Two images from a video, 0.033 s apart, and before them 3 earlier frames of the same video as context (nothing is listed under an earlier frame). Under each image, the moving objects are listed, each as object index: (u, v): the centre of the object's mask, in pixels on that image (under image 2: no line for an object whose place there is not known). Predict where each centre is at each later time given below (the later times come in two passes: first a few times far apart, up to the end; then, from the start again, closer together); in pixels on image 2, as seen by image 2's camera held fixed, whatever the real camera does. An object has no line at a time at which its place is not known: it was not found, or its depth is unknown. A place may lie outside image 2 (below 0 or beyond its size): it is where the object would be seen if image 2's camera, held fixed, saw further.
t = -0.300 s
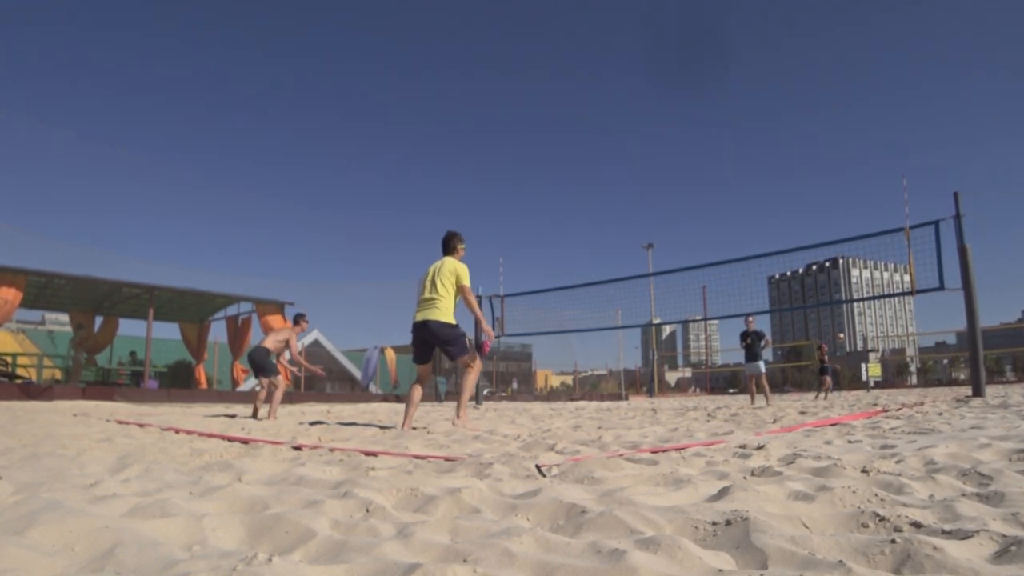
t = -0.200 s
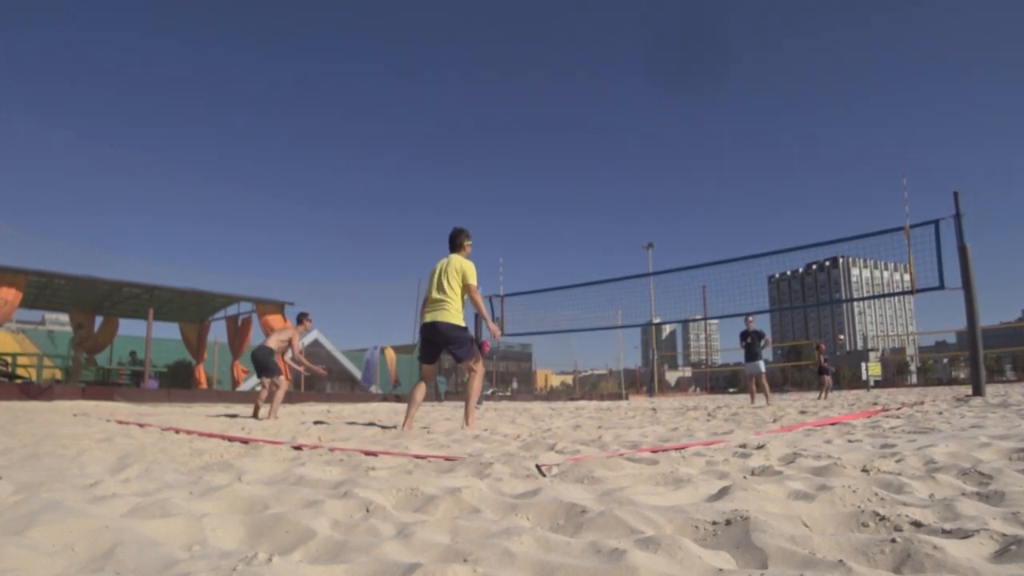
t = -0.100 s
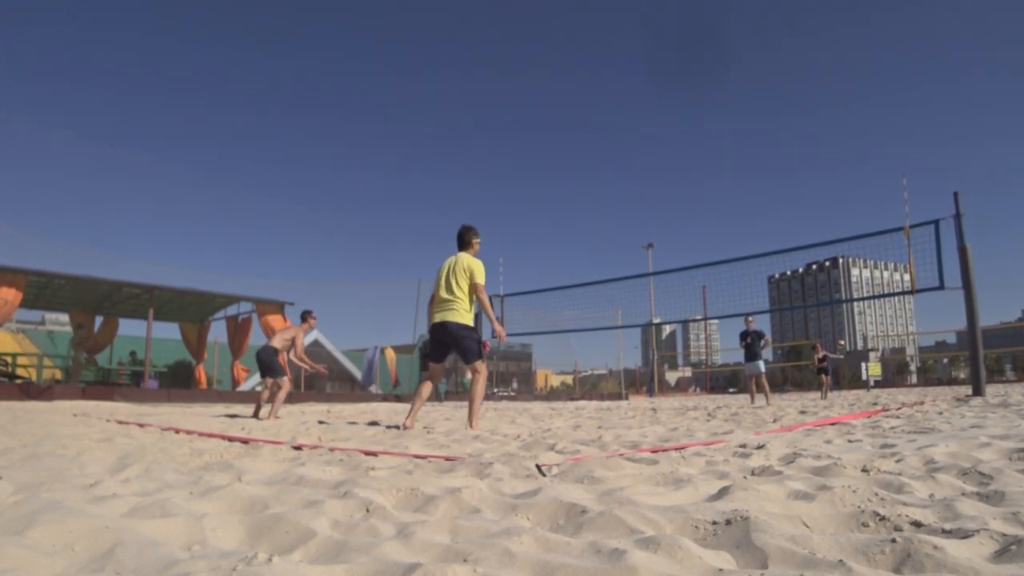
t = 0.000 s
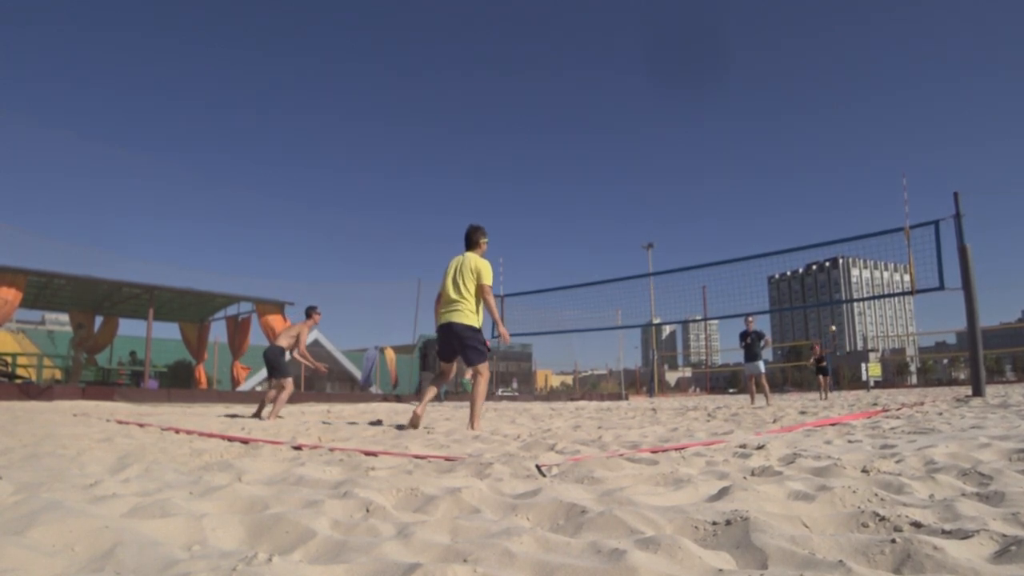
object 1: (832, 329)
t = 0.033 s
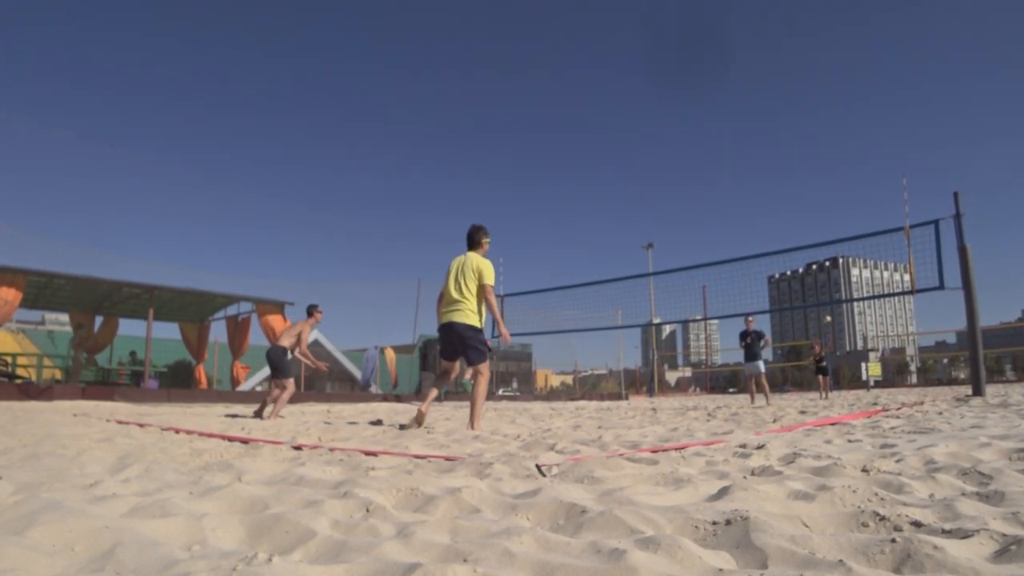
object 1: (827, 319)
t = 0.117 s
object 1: (815, 298)
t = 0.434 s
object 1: (759, 227)
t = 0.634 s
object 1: (714, 199)
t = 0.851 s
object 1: (655, 186)
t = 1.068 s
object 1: (575, 207)
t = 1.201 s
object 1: (508, 248)
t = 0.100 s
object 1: (818, 301)
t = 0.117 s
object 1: (815, 298)
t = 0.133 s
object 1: (812, 294)
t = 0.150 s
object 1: (810, 289)
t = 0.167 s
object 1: (807, 285)
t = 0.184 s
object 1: (804, 281)
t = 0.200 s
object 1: (802, 276)
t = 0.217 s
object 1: (799, 272)
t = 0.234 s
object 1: (797, 269)
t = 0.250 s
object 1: (794, 265)
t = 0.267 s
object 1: (791, 261)
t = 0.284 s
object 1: (788, 257)
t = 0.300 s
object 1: (785, 255)
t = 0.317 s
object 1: (782, 248)
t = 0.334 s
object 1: (778, 245)
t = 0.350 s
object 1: (775, 243)
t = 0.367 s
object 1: (772, 239)
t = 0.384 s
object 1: (769, 236)
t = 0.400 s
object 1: (765, 233)
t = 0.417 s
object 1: (762, 230)
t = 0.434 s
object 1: (759, 227)
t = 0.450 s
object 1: (755, 224)
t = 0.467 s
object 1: (752, 221)
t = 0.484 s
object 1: (748, 218)
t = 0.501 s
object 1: (745, 216)
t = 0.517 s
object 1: (741, 213)
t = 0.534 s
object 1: (737, 211)
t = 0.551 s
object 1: (733, 209)
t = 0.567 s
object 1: (730, 207)
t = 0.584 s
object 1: (726, 205)
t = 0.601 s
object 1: (722, 202)
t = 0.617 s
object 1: (718, 200)
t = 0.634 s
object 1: (714, 199)
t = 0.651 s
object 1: (710, 197)
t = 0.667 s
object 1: (706, 195)
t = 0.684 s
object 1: (702, 194)
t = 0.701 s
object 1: (698, 192)
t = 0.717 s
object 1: (693, 191)
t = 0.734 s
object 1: (689, 190)
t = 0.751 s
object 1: (684, 189)
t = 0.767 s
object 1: (680, 188)
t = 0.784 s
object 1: (675, 187)
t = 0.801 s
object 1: (670, 186)
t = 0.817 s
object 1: (665, 187)
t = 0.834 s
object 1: (660, 186)
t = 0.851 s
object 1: (655, 186)
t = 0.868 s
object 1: (650, 186)
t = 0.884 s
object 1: (645, 186)
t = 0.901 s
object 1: (639, 187)
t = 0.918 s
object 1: (633, 188)
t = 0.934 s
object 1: (627, 189)
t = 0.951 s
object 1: (621, 190)
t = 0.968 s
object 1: (615, 192)
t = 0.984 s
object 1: (609, 194)
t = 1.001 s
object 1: (603, 196)
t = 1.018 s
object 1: (596, 198)
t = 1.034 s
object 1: (589, 201)
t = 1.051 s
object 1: (583, 204)
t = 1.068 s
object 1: (575, 207)
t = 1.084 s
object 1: (568, 210)
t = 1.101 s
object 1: (560, 214)
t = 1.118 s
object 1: (552, 219)
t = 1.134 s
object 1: (544, 223)
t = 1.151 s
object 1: (535, 229)
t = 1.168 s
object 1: (526, 235)
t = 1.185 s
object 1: (517, 241)
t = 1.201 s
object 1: (508, 248)
